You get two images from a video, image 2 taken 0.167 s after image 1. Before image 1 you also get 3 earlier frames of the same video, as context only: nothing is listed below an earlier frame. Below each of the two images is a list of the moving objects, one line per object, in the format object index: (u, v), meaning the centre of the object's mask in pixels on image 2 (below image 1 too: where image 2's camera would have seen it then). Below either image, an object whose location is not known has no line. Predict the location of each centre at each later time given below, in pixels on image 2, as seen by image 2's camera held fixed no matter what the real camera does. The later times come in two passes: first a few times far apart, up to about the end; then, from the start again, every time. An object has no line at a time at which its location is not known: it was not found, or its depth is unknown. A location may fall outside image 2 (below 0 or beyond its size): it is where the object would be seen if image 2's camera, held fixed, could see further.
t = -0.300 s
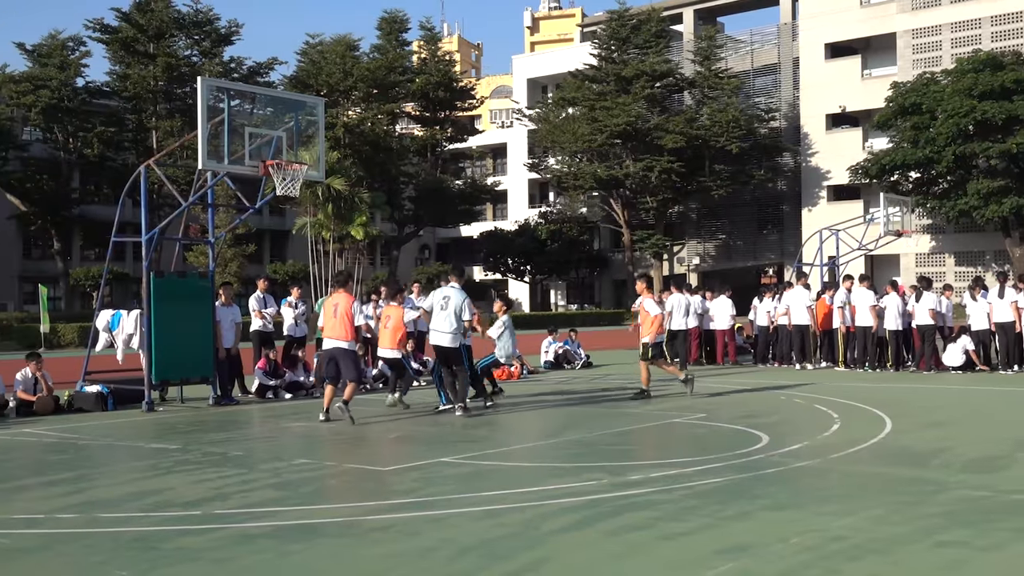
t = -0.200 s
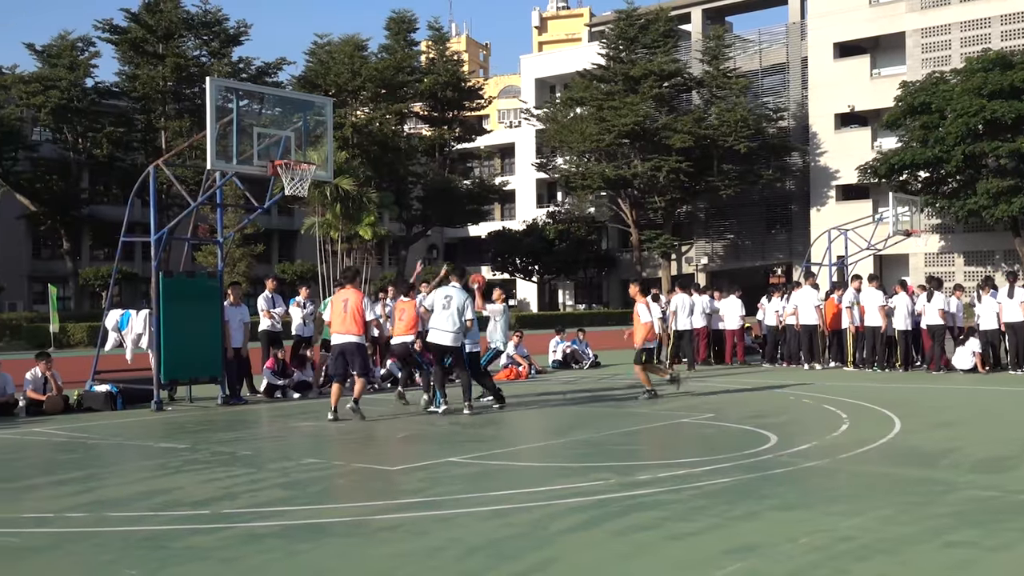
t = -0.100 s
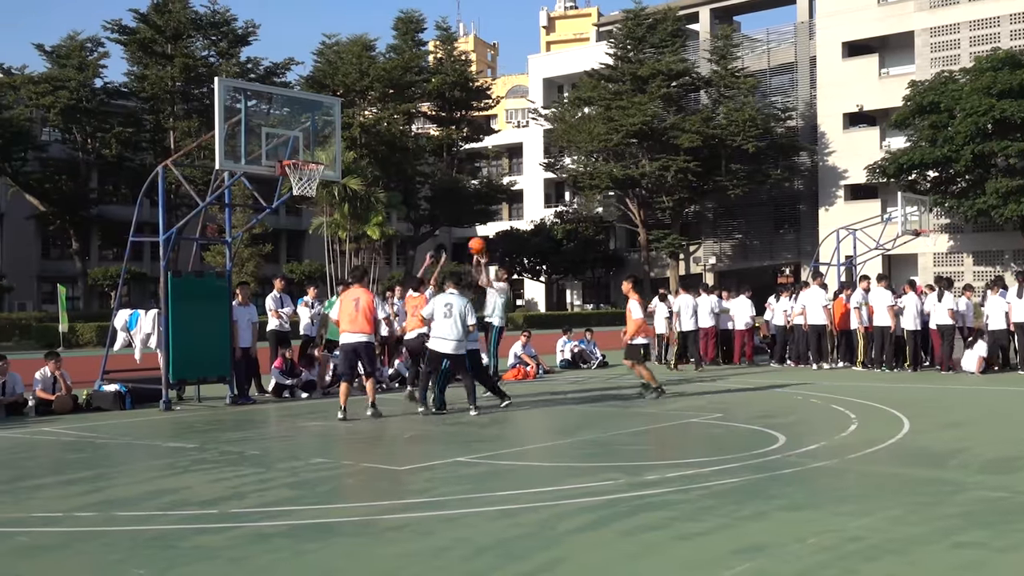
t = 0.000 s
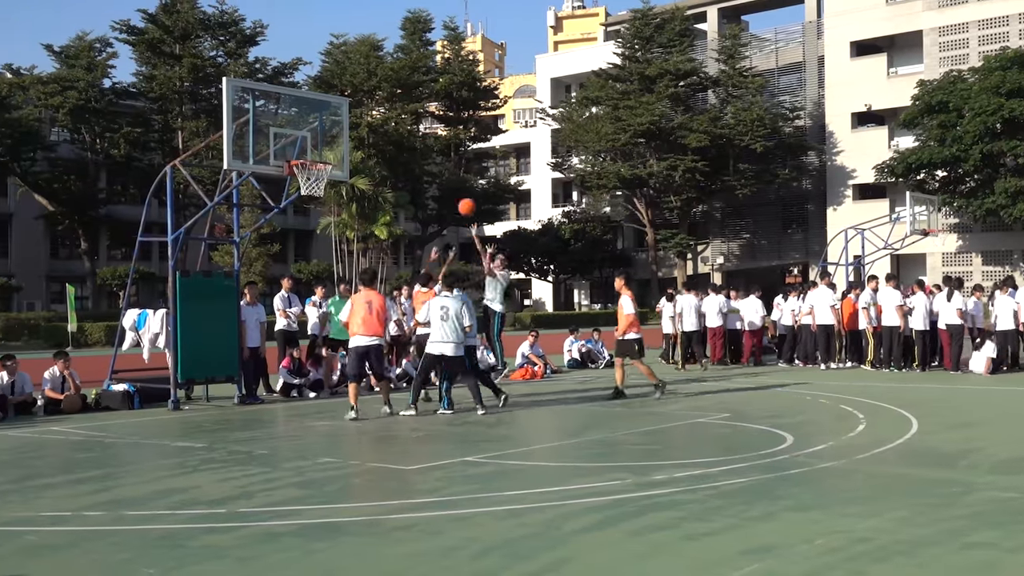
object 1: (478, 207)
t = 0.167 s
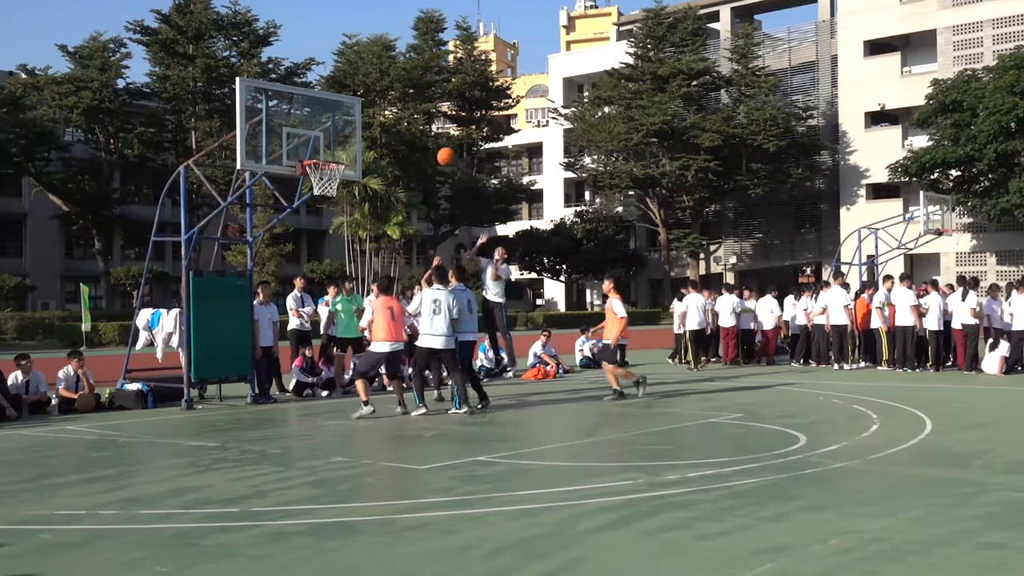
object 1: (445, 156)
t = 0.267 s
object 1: (426, 135)
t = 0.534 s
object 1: (370, 115)
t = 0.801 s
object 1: (351, 143)
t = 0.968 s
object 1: (346, 189)
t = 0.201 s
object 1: (439, 148)
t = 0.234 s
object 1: (433, 142)
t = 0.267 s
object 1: (426, 135)
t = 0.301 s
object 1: (419, 130)
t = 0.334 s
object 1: (413, 125)
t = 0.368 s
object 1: (406, 121)
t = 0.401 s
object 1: (400, 118)
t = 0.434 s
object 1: (393, 116)
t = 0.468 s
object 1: (387, 115)
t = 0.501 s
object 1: (378, 115)
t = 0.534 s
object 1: (370, 115)
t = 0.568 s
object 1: (363, 116)
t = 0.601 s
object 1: (358, 118)
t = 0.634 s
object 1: (358, 120)
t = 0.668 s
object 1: (356, 123)
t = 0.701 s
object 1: (356, 127)
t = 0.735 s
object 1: (355, 131)
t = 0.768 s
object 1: (353, 137)
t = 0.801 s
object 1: (351, 143)
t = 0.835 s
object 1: (350, 151)
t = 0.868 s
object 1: (350, 158)
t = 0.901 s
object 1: (350, 168)
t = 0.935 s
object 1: (348, 177)
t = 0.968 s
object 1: (346, 189)
